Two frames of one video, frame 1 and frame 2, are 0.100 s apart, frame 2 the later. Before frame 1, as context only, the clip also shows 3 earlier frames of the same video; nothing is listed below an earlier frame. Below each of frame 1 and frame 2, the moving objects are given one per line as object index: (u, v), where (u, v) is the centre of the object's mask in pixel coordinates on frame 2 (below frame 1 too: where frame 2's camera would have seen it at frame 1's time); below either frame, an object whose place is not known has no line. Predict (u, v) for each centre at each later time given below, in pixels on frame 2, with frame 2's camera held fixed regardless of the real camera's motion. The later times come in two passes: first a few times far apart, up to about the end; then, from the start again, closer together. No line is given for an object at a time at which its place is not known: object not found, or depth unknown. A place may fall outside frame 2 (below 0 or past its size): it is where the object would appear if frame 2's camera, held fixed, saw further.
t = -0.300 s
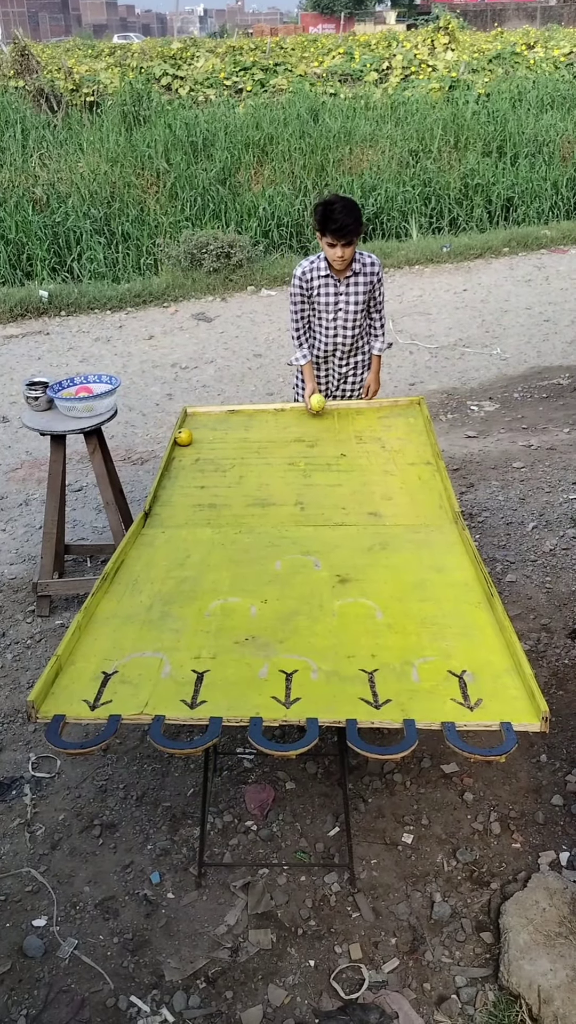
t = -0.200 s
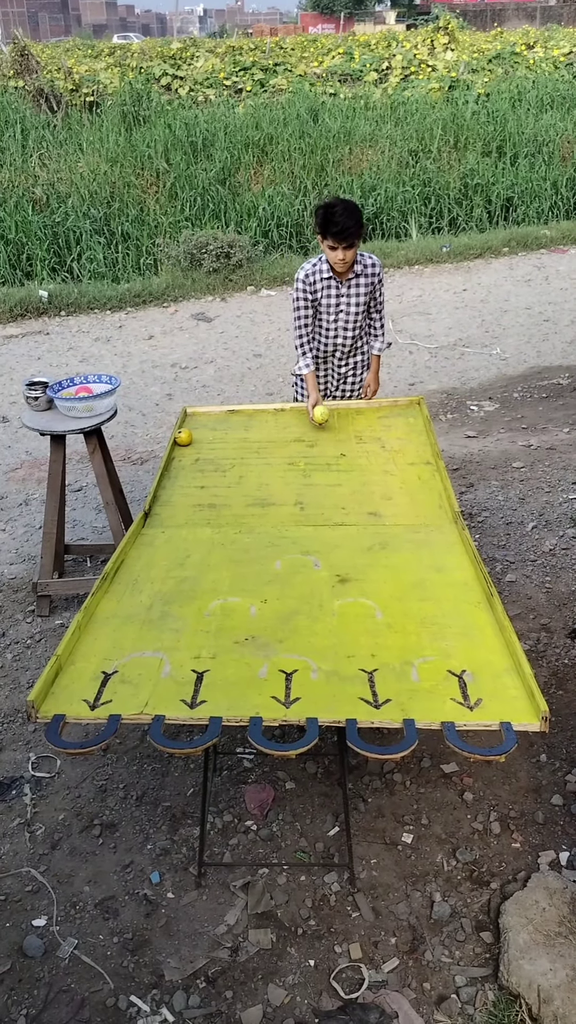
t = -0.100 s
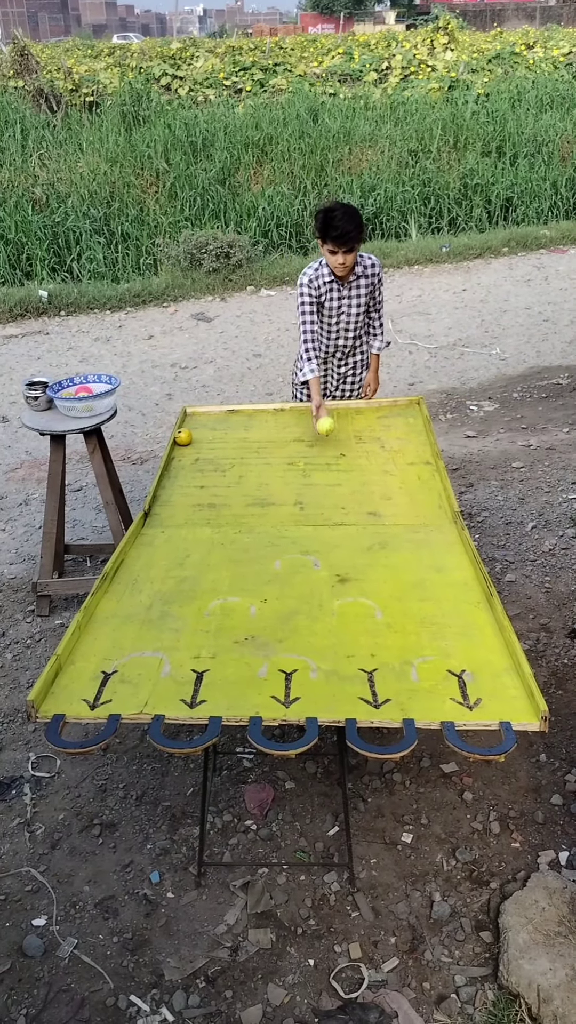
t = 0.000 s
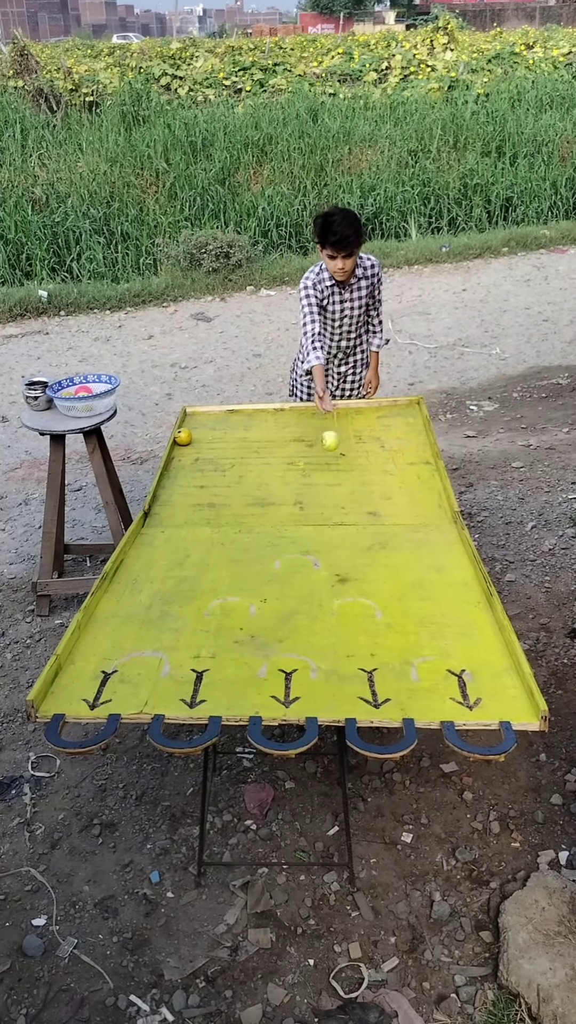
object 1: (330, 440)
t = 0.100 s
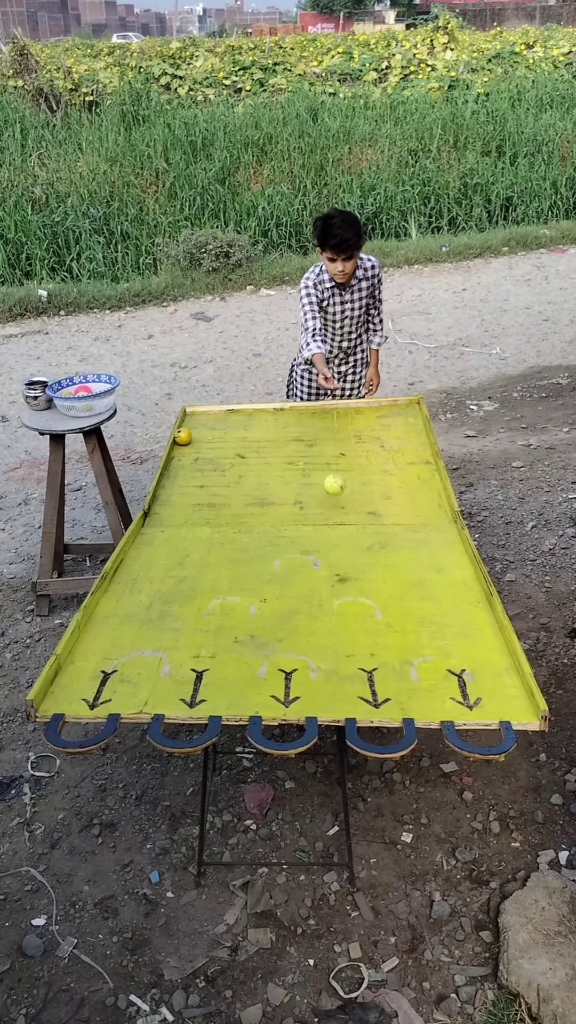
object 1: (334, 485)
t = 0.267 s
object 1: (344, 521)
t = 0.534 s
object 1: (365, 587)
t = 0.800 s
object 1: (393, 664)
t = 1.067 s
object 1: (434, 730)
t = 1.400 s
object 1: (425, 1004)
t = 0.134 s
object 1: (336, 508)
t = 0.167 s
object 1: (338, 528)
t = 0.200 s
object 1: (340, 522)
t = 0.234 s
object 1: (342, 520)
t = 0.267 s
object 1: (344, 521)
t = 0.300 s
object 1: (346, 526)
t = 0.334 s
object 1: (349, 534)
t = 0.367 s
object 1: (351, 546)
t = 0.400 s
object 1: (353, 562)
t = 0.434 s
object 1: (355, 582)
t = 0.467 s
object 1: (359, 583)
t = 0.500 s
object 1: (361, 583)
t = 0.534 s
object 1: (365, 587)
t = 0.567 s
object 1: (368, 593)
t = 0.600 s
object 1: (371, 605)
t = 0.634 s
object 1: (374, 621)
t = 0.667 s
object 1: (377, 632)
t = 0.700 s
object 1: (381, 634)
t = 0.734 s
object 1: (384, 640)
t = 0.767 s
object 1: (388, 652)
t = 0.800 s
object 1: (393, 664)
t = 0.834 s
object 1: (397, 667)
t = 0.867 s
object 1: (402, 674)
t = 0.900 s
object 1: (406, 684)
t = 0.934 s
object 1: (411, 694)
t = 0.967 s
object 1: (417, 699)
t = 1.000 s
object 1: (422, 709)
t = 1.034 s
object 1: (428, 718)
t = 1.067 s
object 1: (434, 730)
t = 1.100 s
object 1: (435, 738)
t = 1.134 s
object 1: (435, 750)
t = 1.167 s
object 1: (435, 768)
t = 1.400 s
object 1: (425, 1004)
